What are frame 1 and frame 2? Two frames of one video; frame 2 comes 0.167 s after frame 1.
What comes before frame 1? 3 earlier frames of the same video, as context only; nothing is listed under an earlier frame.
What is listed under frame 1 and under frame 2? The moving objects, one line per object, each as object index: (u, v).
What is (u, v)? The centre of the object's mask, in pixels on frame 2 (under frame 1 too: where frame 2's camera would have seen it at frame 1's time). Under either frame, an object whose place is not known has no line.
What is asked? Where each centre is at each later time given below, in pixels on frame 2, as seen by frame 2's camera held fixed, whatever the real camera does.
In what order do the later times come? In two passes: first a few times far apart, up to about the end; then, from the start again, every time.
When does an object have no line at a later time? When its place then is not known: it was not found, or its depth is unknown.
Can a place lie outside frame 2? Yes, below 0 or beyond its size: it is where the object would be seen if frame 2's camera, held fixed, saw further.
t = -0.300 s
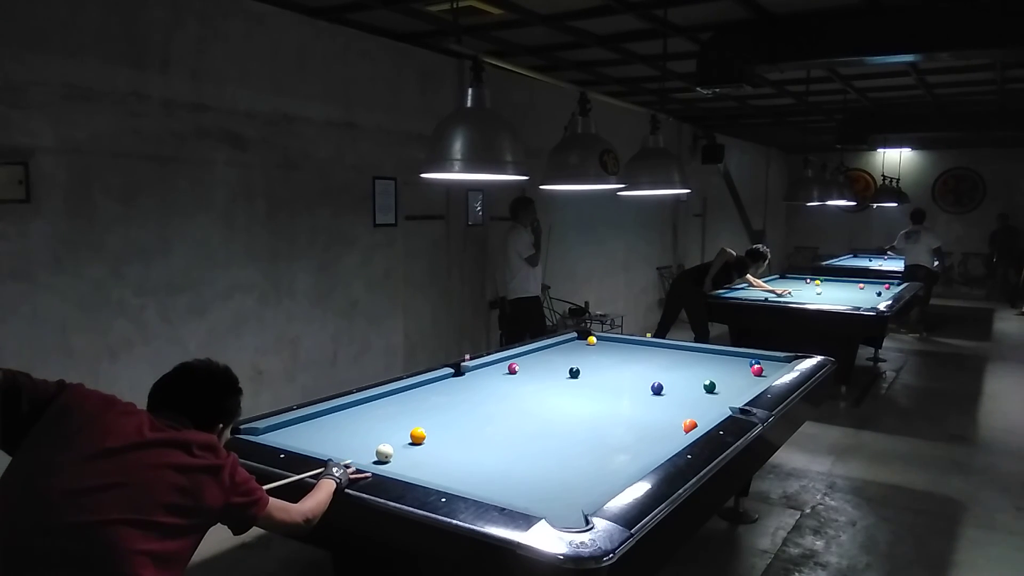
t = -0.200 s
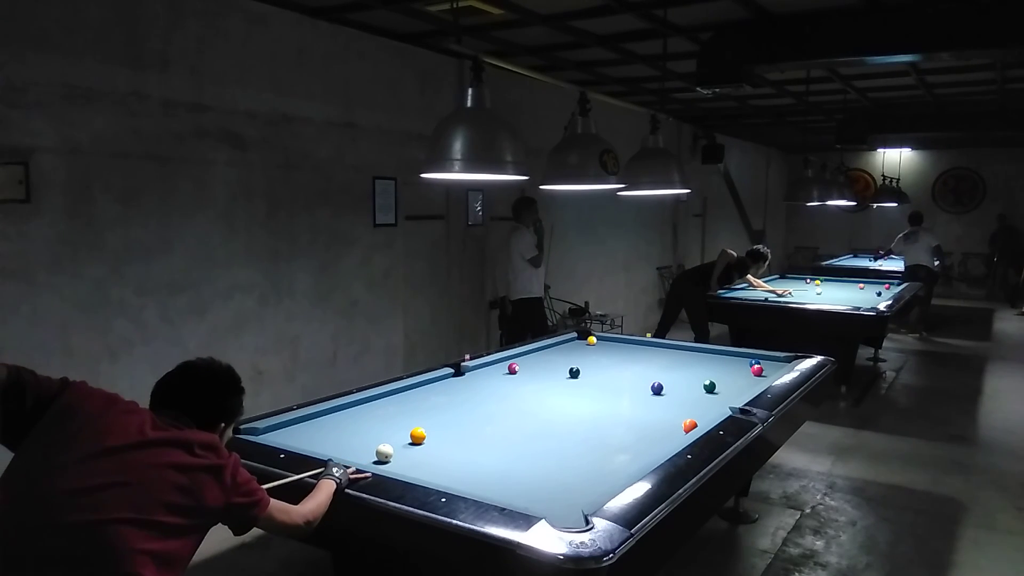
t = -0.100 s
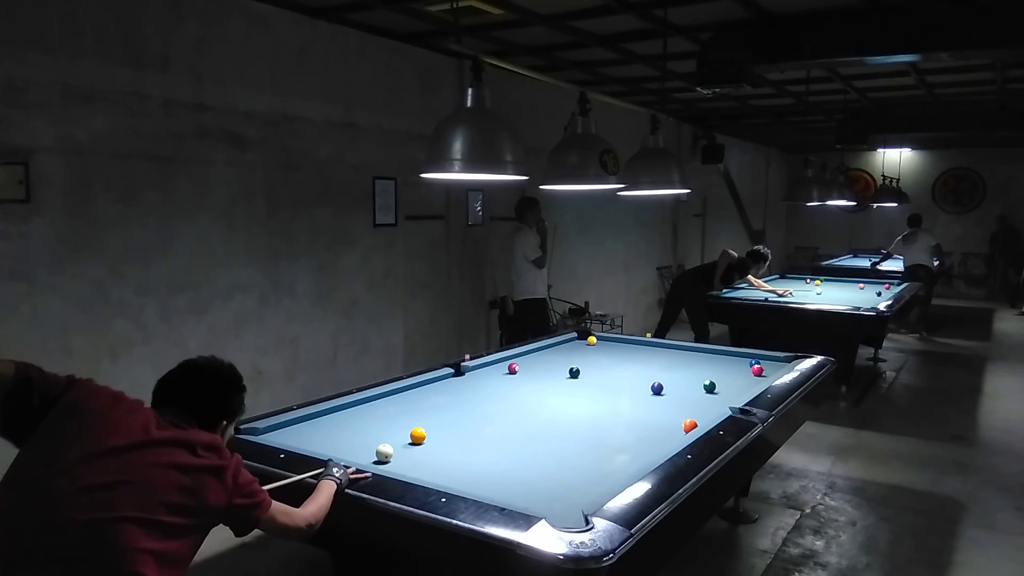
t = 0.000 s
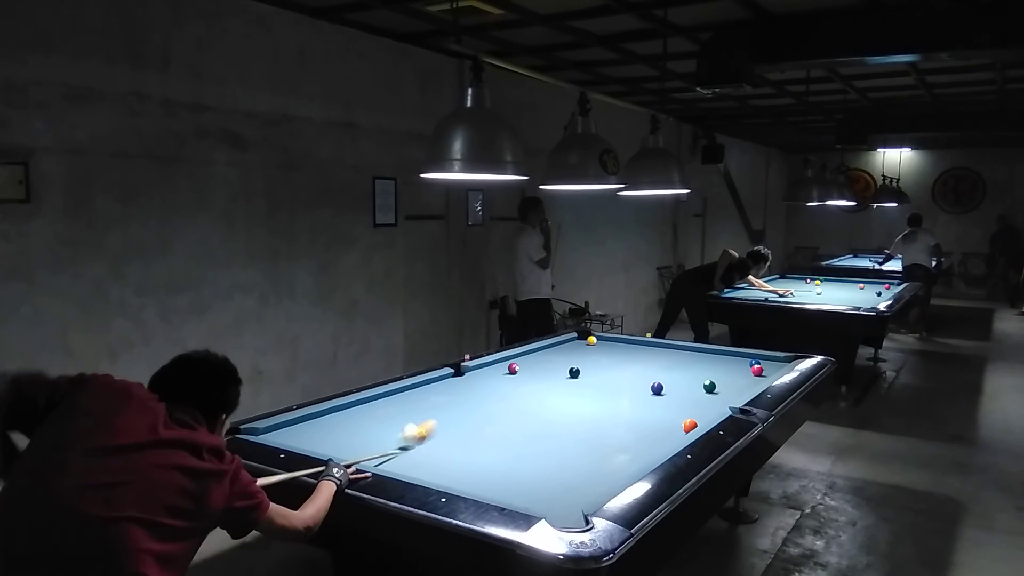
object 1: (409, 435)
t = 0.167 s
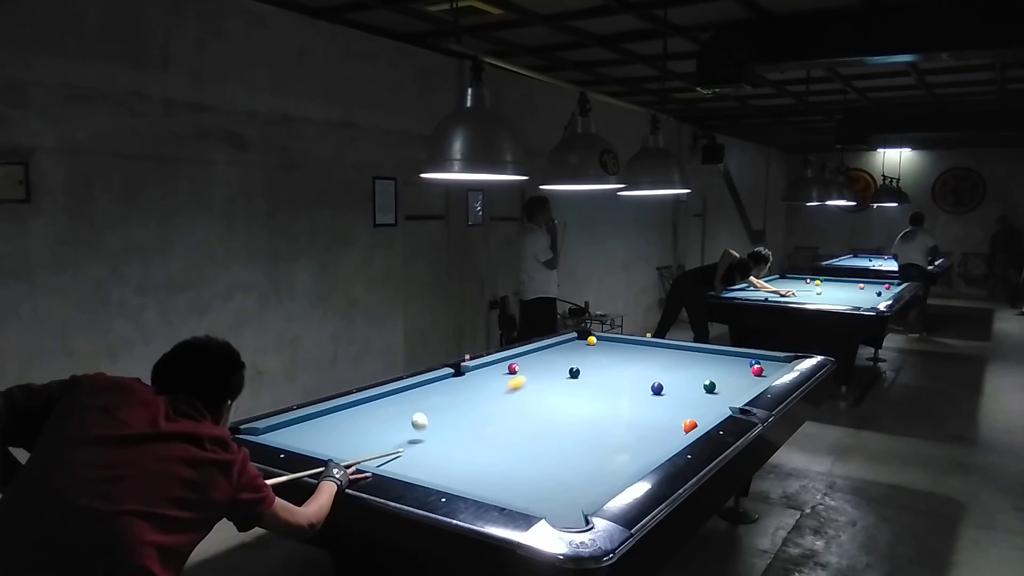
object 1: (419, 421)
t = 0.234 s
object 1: (424, 427)
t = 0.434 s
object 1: (438, 423)
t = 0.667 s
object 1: (453, 415)
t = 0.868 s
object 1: (465, 409)
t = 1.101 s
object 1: (477, 402)
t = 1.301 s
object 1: (487, 397)
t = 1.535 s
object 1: (497, 391)
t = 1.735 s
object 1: (504, 387)
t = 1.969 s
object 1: (512, 382)
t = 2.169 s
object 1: (518, 379)
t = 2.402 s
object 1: (525, 375)
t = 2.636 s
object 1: (531, 372)
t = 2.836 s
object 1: (536, 369)
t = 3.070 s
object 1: (540, 366)
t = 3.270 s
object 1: (544, 364)
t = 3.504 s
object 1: (548, 362)
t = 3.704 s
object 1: (550, 360)
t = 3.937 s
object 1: (554, 358)
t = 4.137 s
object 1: (556, 356)
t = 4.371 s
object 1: (559, 355)
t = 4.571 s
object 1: (560, 354)
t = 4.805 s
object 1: (562, 352)
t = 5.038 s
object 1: (564, 352)
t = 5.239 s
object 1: (565, 351)
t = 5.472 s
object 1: (567, 350)
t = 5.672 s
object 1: (568, 350)
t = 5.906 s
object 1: (569, 349)
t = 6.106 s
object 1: (569, 349)
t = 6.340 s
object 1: (570, 349)
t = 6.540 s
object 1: (570, 349)
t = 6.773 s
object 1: (570, 349)
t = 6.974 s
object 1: (569, 349)
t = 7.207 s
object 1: (569, 349)
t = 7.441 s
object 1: (569, 349)
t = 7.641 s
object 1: (569, 349)
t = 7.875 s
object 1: (570, 349)
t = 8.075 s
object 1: (570, 349)
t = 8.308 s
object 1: (570, 349)
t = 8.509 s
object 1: (570, 349)
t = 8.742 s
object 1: (569, 349)
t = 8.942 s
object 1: (569, 349)
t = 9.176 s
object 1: (569, 349)
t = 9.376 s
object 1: (570, 349)
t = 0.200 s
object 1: (421, 428)
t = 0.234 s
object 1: (424, 427)
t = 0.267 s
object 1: (427, 424)
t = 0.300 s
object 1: (429, 423)
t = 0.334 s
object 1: (431, 426)
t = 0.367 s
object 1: (434, 425)
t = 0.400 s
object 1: (436, 424)
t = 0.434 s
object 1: (438, 423)
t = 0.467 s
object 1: (441, 422)
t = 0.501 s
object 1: (443, 421)
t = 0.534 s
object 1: (445, 420)
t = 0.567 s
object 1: (447, 418)
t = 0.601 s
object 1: (449, 417)
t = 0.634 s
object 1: (451, 416)
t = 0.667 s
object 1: (453, 415)
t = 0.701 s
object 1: (455, 414)
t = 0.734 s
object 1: (457, 413)
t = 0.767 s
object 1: (459, 412)
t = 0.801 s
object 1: (461, 411)
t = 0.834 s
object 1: (463, 410)
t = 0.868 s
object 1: (465, 409)
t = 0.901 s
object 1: (467, 407)
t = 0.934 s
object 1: (469, 407)
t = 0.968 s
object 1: (470, 405)
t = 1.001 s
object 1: (472, 405)
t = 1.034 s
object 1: (474, 404)
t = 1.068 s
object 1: (475, 403)
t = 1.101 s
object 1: (477, 402)
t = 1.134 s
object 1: (479, 401)
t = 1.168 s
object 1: (480, 400)
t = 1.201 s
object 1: (482, 399)
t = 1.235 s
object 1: (484, 398)
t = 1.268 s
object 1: (485, 397)
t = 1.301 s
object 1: (487, 397)
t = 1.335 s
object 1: (488, 396)
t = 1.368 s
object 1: (490, 395)
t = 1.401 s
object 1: (491, 394)
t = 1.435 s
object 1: (493, 393)
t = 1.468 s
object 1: (494, 393)
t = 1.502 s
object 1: (495, 392)
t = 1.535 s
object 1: (497, 391)
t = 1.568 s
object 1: (498, 390)
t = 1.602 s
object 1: (499, 390)
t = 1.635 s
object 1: (501, 389)
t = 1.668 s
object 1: (502, 388)
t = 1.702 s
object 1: (503, 388)
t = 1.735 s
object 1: (504, 387)
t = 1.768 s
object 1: (505, 386)
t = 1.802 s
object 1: (507, 385)
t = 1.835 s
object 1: (508, 385)
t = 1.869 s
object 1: (509, 384)
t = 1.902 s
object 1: (510, 384)
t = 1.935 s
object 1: (511, 383)
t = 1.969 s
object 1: (512, 382)
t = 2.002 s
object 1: (513, 382)
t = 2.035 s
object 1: (514, 381)
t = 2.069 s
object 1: (515, 380)
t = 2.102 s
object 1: (516, 380)
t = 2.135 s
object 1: (517, 379)
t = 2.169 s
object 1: (518, 379)
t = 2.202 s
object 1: (519, 378)
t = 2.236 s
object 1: (520, 378)
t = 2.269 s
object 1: (521, 377)
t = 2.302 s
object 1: (522, 376)
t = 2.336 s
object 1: (523, 376)
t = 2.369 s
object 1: (524, 375)
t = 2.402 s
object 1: (525, 375)
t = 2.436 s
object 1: (526, 374)
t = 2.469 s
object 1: (527, 374)
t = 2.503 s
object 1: (527, 374)
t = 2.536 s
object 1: (528, 373)
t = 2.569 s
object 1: (529, 373)
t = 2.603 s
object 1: (530, 372)
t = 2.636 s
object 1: (531, 372)
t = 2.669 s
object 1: (532, 371)
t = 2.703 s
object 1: (532, 371)
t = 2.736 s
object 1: (533, 370)
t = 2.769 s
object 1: (534, 370)
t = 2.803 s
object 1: (535, 369)
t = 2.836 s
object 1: (536, 369)
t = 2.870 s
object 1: (536, 368)
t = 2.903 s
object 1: (537, 368)
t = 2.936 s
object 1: (538, 368)
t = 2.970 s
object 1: (538, 367)
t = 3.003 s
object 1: (539, 367)
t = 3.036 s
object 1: (540, 366)
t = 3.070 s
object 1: (540, 366)
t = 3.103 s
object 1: (541, 366)
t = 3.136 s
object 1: (541, 365)
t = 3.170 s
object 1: (542, 365)
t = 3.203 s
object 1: (543, 365)
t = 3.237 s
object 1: (543, 364)
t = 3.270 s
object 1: (544, 364)
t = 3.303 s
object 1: (544, 364)
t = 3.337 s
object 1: (545, 363)
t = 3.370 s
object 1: (545, 363)
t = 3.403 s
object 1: (546, 363)
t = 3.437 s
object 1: (547, 362)
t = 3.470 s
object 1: (547, 362)
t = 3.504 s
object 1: (548, 362)
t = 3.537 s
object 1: (548, 361)
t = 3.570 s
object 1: (549, 361)
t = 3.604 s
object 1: (549, 361)
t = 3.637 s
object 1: (550, 360)
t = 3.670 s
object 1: (550, 360)
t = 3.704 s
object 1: (550, 360)
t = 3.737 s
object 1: (551, 359)
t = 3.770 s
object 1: (551, 359)
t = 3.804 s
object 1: (552, 359)
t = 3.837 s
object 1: (552, 359)
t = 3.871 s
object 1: (553, 358)
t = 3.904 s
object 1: (553, 358)
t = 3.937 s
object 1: (554, 358)
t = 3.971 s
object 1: (554, 358)
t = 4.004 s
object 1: (555, 357)
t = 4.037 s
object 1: (555, 357)
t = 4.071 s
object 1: (555, 357)
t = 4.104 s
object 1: (556, 357)
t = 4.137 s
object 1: (556, 356)
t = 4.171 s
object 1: (556, 356)
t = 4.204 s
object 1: (557, 356)
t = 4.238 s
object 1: (557, 356)
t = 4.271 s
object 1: (558, 355)
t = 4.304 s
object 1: (558, 355)
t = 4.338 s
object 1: (558, 355)
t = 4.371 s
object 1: (559, 355)
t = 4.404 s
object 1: (559, 355)
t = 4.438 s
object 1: (559, 355)
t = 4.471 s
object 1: (560, 354)
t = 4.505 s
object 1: (560, 354)
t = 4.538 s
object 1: (560, 354)
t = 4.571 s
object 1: (560, 354)
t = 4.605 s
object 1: (561, 354)
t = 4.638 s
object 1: (561, 353)
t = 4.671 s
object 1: (561, 353)
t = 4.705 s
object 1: (562, 353)
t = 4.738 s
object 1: (562, 353)
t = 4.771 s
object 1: (562, 353)
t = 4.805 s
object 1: (562, 352)
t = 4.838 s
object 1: (563, 352)
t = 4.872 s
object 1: (563, 352)
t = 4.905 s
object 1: (563, 352)
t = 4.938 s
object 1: (563, 352)
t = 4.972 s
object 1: (564, 352)
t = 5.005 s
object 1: (564, 352)
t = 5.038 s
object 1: (564, 352)
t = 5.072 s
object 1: (564, 351)
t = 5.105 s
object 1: (565, 351)
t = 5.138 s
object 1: (565, 351)
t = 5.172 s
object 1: (565, 351)
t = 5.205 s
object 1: (565, 351)
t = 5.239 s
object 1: (565, 351)
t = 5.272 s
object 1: (566, 351)
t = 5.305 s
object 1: (566, 351)
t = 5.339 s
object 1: (566, 350)
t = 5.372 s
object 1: (566, 350)
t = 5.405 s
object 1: (566, 350)
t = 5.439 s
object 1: (566, 350)
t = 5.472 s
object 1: (567, 350)
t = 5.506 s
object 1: (567, 350)
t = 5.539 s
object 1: (567, 350)
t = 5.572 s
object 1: (567, 350)
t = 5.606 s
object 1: (567, 350)
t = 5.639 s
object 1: (568, 350)
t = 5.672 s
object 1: (568, 350)
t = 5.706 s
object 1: (568, 350)
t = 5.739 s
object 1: (568, 349)
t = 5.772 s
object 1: (568, 349)
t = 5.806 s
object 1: (568, 349)
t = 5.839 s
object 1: (568, 349)
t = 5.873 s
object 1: (568, 349)
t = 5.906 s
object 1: (569, 349)
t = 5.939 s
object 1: (569, 349)
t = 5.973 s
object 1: (569, 349)
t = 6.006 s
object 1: (569, 349)
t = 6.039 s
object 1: (569, 349)
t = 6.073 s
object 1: (569, 349)
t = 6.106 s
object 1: (569, 349)
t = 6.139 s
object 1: (569, 349)
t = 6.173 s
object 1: (569, 349)
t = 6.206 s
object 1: (569, 349)
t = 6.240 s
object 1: (569, 349)
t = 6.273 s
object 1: (569, 349)
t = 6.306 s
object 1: (569, 349)
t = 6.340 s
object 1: (570, 349)
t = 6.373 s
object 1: (570, 349)
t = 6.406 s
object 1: (570, 349)
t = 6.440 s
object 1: (570, 349)
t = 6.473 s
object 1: (570, 349)
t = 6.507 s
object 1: (570, 349)
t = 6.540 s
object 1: (570, 349)
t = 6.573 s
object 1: (570, 349)
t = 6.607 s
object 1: (570, 349)
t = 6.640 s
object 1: (570, 349)
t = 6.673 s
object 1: (570, 349)
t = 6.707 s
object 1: (570, 349)
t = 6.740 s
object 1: (570, 349)
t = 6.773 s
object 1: (570, 349)
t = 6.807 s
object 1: (570, 349)
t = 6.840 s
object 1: (570, 349)
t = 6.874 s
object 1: (569, 349)
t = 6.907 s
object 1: (569, 349)
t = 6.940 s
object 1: (569, 349)
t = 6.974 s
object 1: (569, 349)
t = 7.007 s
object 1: (569, 349)
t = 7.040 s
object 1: (569, 349)
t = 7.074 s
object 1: (569, 349)
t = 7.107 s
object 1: (569, 349)
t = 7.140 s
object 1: (569, 349)
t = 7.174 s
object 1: (569, 349)
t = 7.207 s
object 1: (569, 349)
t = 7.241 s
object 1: (569, 349)
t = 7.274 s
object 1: (569, 349)
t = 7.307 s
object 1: (569, 349)
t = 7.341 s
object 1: (569, 349)
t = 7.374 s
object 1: (569, 349)
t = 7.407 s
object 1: (569, 349)
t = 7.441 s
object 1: (569, 349)
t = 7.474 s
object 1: (569, 349)
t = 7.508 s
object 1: (569, 349)
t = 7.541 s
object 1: (569, 349)
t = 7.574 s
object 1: (569, 349)
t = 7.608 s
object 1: (569, 349)
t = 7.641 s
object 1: (569, 349)
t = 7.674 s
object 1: (569, 349)
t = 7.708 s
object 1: (569, 349)
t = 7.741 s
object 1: (569, 349)
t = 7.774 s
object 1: (569, 349)
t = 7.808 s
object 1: (570, 349)
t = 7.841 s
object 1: (570, 349)
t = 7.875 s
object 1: (570, 349)
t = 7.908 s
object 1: (570, 349)
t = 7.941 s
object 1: (570, 349)
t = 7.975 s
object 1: (570, 349)
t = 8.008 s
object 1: (570, 349)
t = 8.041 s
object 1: (570, 349)
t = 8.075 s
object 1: (570, 349)
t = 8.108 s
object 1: (570, 349)
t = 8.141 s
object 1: (570, 349)
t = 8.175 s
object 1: (570, 349)
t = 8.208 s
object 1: (570, 349)
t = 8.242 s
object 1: (570, 349)
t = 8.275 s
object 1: (570, 349)
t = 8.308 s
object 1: (570, 349)
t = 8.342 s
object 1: (570, 349)
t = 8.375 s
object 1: (570, 349)
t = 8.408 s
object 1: (570, 349)
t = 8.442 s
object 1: (570, 349)
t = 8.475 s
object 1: (570, 349)
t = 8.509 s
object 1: (570, 349)
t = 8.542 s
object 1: (570, 349)
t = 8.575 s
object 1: (570, 349)
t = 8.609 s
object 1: (570, 349)
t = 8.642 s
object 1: (570, 349)
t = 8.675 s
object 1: (569, 349)
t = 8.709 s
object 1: (570, 349)
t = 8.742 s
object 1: (569, 349)
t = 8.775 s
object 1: (569, 349)
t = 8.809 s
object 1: (569, 349)
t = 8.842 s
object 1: (569, 349)
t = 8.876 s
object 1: (569, 349)
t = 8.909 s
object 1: (569, 349)
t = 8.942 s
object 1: (569, 349)
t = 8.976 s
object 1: (569, 349)
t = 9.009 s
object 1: (569, 349)
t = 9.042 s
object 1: (569, 349)
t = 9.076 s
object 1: (569, 349)
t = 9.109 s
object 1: (569, 349)
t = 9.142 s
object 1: (569, 349)
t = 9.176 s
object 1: (569, 349)
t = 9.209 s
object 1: (570, 349)
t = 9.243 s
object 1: (570, 349)
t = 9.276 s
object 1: (570, 349)
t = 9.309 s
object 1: (570, 349)
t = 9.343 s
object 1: (570, 349)
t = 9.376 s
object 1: (570, 349)
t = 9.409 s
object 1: (570, 349)
